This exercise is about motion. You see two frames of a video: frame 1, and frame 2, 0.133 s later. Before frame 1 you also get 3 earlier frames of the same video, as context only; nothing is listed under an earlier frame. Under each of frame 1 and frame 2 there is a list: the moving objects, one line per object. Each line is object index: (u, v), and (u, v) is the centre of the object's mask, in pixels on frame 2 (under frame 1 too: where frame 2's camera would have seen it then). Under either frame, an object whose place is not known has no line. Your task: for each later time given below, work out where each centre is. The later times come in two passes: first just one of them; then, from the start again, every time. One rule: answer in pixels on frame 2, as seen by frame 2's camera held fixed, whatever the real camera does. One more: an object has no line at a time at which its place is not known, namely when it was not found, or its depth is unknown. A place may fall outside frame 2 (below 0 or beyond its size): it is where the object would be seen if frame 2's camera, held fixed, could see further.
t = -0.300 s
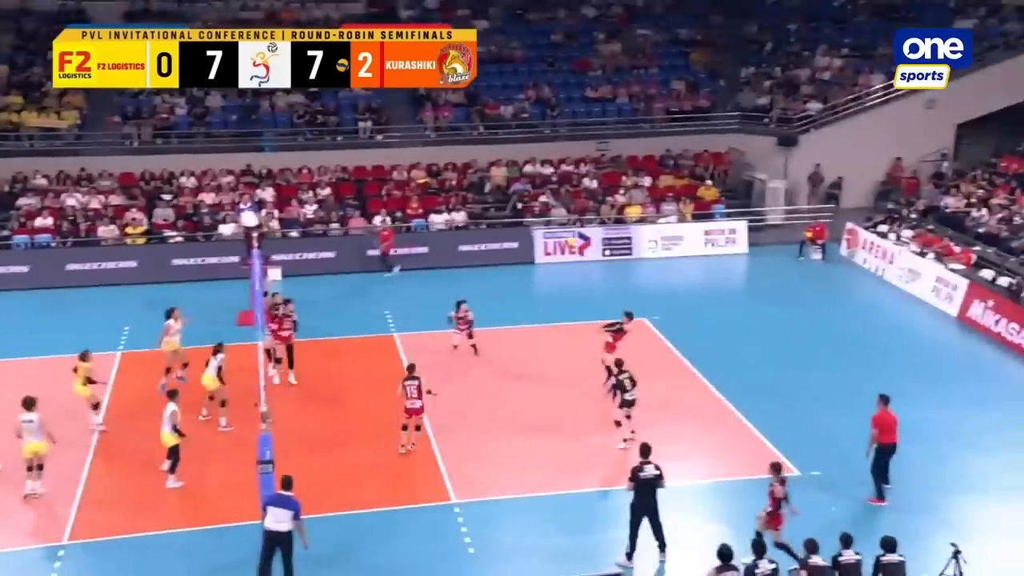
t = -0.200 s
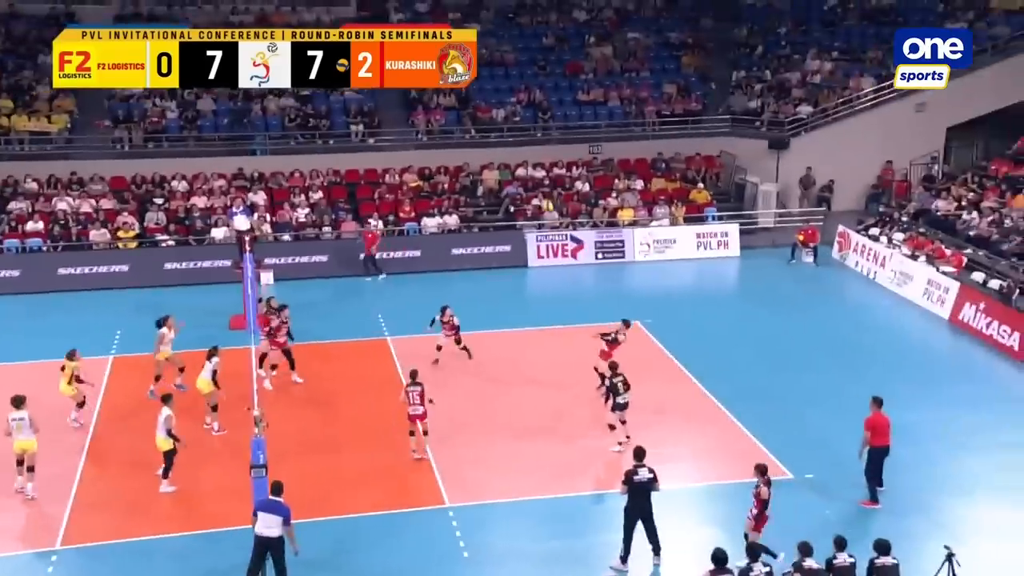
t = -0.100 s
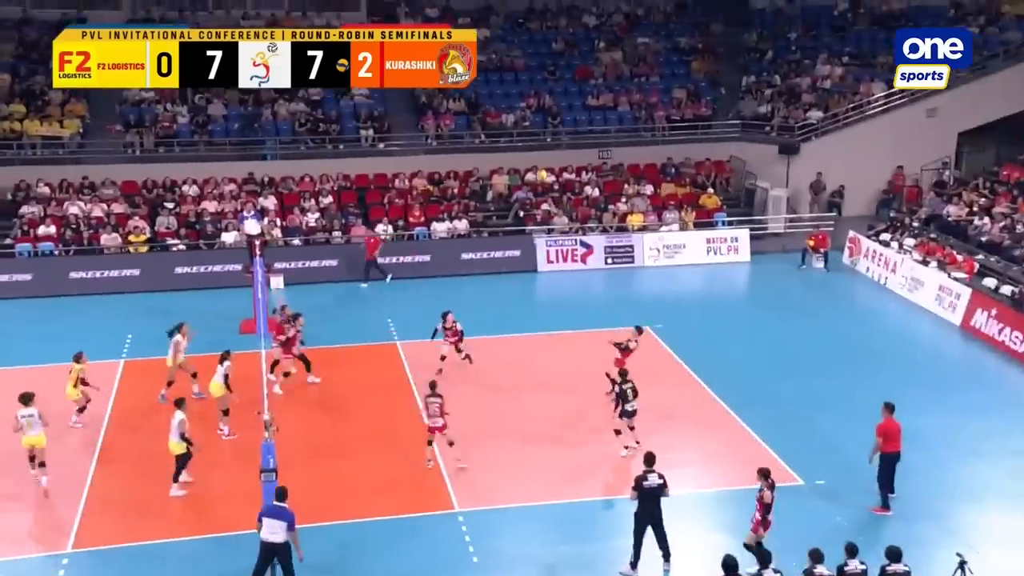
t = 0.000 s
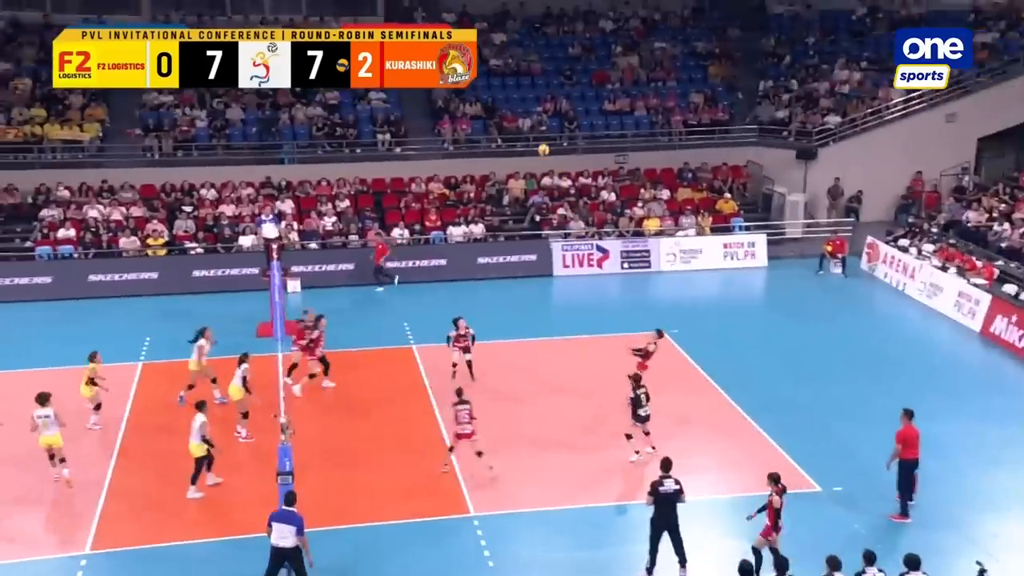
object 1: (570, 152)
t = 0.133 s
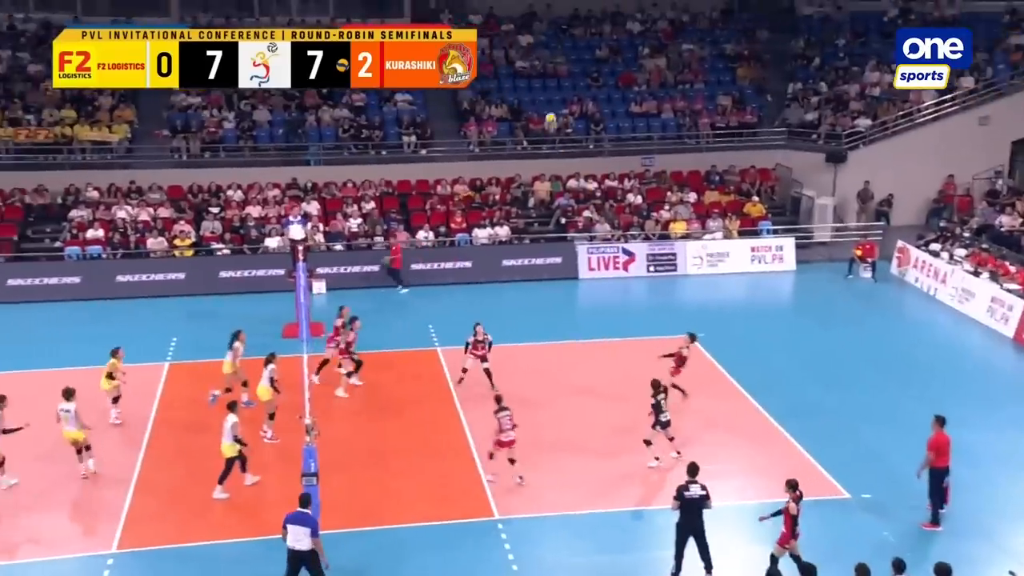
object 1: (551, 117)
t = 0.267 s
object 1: (531, 93)
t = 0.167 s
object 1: (545, 111)
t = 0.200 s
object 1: (540, 105)
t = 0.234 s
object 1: (536, 98)
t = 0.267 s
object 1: (531, 93)
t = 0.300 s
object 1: (526, 88)
